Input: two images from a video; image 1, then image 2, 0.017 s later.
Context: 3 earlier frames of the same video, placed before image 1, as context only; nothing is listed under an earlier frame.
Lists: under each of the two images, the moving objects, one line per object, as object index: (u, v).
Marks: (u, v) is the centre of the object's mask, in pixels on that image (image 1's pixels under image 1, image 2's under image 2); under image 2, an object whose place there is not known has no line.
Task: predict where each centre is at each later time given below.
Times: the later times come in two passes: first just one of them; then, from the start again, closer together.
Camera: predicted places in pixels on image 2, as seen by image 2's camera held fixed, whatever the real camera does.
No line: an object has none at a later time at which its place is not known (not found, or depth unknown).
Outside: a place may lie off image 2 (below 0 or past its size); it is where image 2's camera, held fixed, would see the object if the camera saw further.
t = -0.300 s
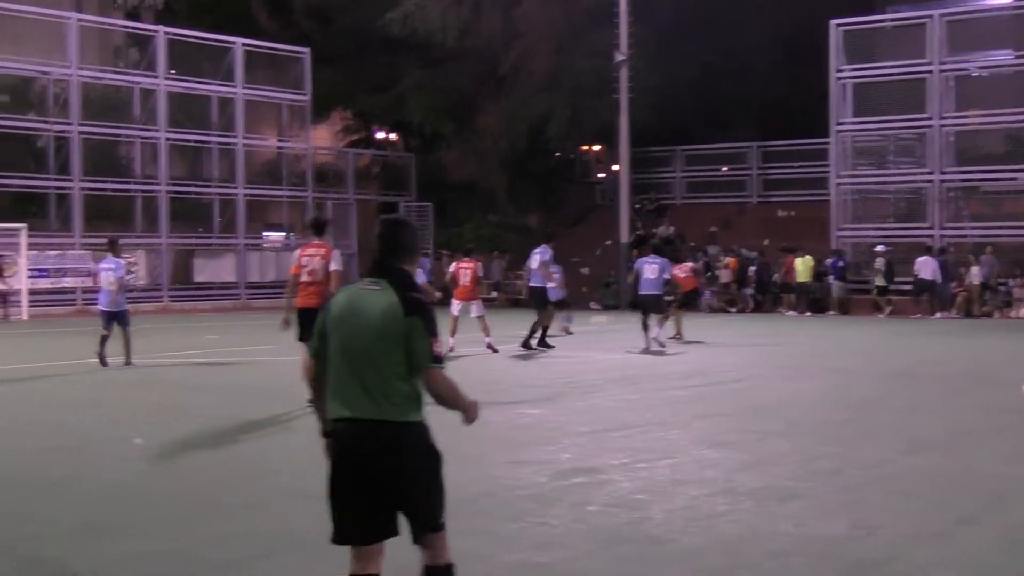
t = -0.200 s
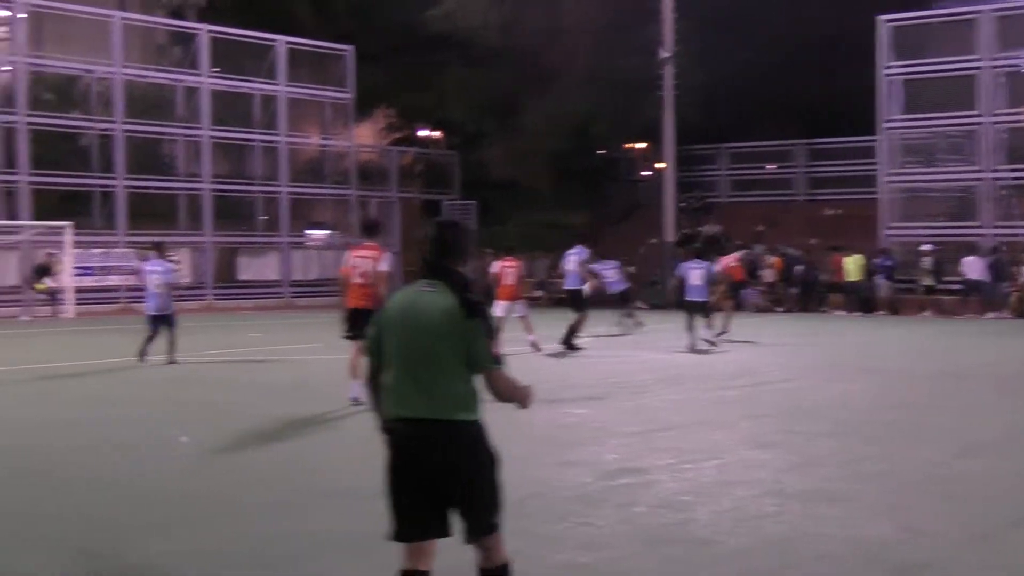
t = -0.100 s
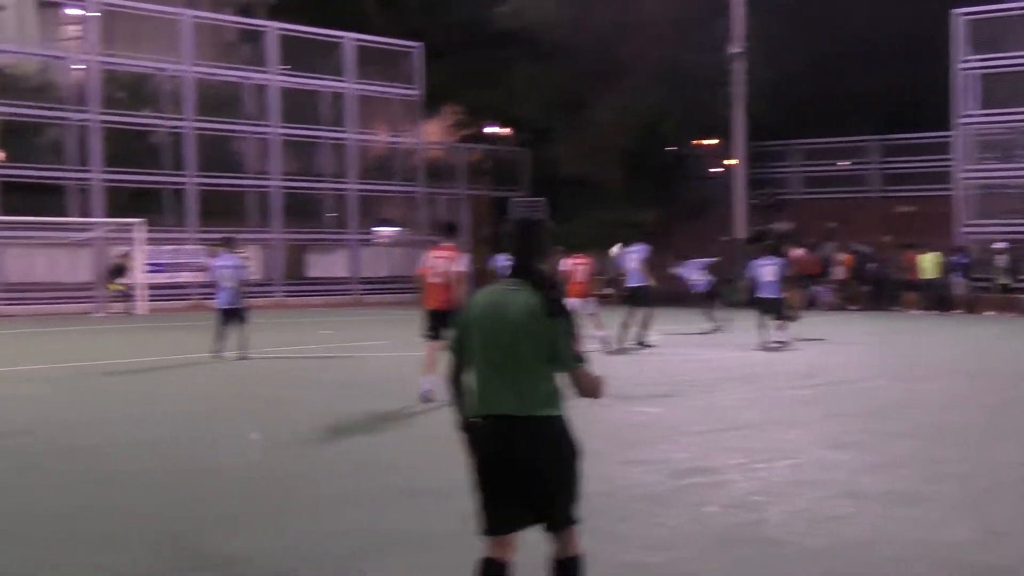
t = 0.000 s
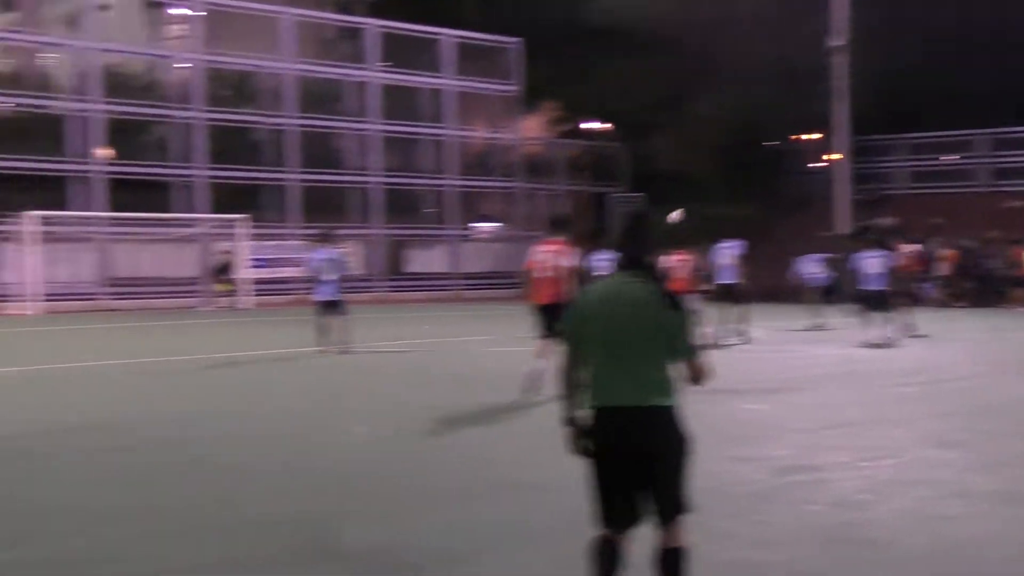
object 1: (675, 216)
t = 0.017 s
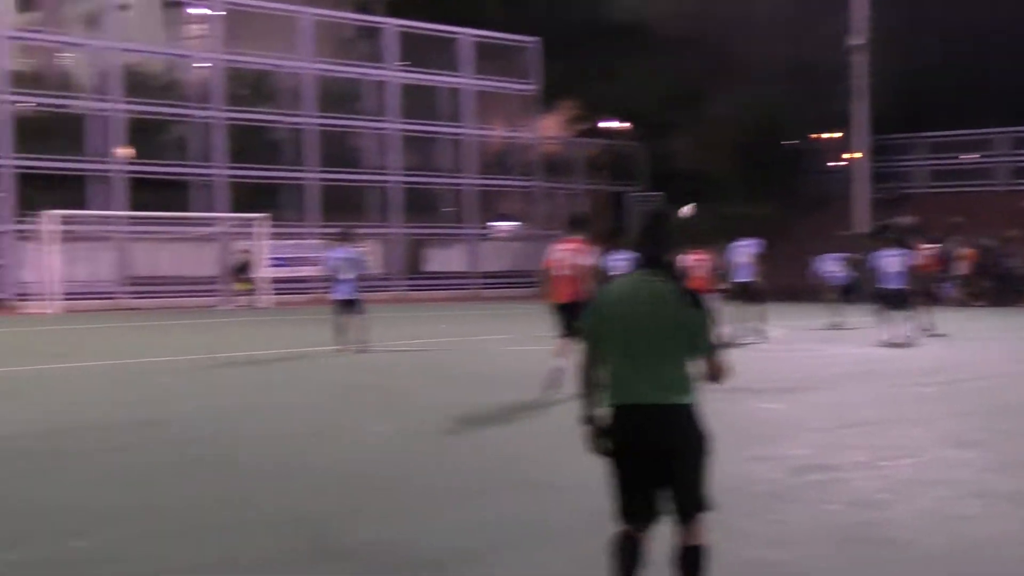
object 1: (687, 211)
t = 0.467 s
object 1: (508, 150)
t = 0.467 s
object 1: (508, 150)
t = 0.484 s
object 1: (501, 151)
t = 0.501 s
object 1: (495, 151)
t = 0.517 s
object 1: (488, 151)
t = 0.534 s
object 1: (481, 152)
